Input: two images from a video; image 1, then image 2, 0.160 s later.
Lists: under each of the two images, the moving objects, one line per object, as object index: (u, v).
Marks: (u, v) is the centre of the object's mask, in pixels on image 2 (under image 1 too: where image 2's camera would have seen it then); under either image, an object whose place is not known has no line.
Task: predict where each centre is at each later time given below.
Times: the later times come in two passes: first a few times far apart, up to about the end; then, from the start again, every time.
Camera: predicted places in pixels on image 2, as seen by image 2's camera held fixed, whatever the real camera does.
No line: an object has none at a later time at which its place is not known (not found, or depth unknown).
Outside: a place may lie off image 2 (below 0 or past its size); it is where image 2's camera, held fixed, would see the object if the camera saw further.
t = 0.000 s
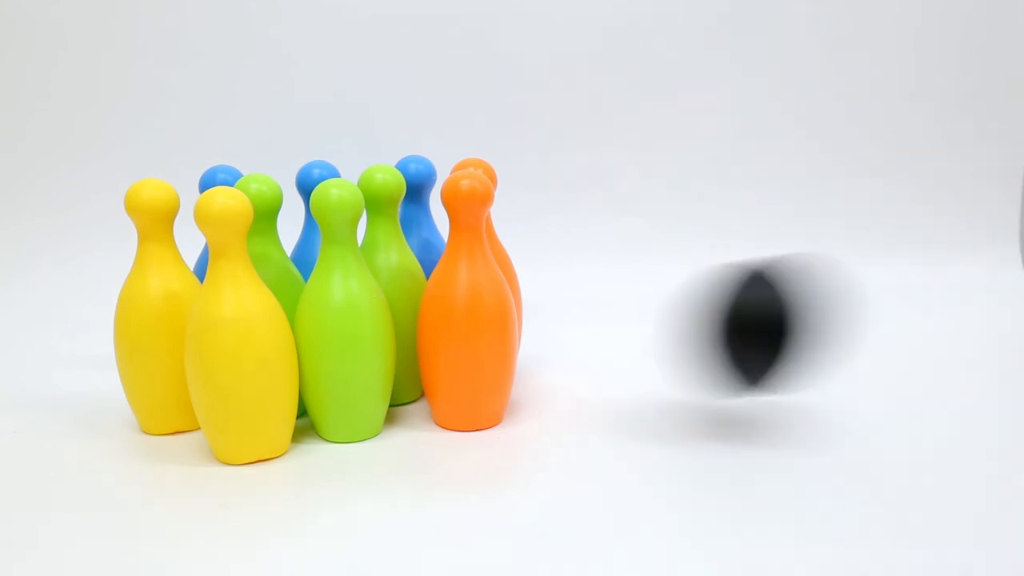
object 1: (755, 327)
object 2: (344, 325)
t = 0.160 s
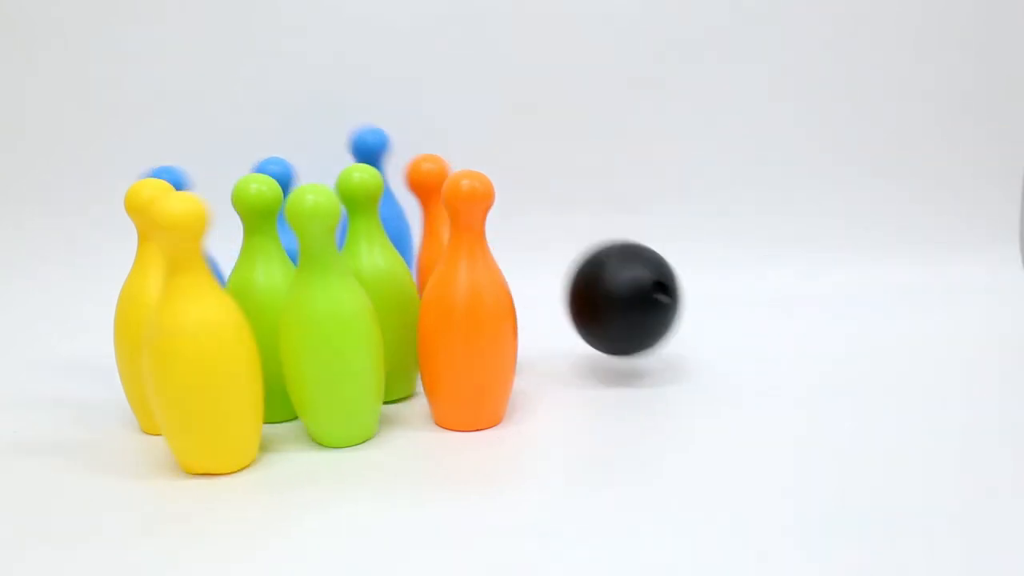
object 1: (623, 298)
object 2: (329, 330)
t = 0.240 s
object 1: (650, 293)
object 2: (317, 332)
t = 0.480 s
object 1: (682, 290)
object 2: (266, 374)
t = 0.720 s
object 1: (725, 284)
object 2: (255, 448)
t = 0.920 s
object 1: (790, 298)
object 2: (273, 454)
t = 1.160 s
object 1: (882, 311)
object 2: (283, 456)
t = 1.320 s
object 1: (944, 316)
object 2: (280, 456)
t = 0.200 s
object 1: (641, 313)
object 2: (324, 331)
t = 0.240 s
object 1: (650, 293)
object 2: (317, 332)
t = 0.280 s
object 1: (657, 285)
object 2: (310, 334)
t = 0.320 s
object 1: (664, 293)
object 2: (302, 337)
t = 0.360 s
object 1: (670, 294)
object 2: (292, 339)
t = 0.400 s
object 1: (674, 281)
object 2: (282, 349)
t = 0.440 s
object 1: (678, 283)
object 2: (269, 359)
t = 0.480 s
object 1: (682, 290)
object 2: (266, 374)
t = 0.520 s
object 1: (687, 279)
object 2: (267, 403)
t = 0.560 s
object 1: (692, 283)
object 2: (263, 437)
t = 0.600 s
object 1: (698, 281)
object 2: (259, 428)
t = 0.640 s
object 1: (706, 280)
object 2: (254, 437)
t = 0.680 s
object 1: (715, 281)
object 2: (252, 448)
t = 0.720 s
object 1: (725, 284)
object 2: (255, 448)
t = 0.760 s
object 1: (737, 287)
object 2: (259, 451)
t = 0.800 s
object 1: (749, 291)
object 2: (263, 452)
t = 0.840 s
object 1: (762, 294)
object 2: (267, 452)
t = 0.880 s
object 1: (776, 296)
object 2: (270, 454)
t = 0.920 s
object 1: (790, 298)
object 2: (273, 454)
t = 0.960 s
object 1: (805, 300)
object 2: (276, 455)
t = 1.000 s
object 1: (820, 302)
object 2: (278, 455)
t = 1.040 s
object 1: (835, 304)
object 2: (280, 456)
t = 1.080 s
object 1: (850, 307)
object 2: (282, 456)
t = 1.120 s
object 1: (866, 309)
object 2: (283, 456)
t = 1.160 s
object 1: (882, 311)
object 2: (283, 456)
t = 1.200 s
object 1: (898, 312)
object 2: (283, 456)
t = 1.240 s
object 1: (913, 314)
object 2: (283, 456)
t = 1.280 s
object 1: (929, 315)
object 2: (282, 456)
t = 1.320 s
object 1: (944, 316)
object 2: (280, 456)
